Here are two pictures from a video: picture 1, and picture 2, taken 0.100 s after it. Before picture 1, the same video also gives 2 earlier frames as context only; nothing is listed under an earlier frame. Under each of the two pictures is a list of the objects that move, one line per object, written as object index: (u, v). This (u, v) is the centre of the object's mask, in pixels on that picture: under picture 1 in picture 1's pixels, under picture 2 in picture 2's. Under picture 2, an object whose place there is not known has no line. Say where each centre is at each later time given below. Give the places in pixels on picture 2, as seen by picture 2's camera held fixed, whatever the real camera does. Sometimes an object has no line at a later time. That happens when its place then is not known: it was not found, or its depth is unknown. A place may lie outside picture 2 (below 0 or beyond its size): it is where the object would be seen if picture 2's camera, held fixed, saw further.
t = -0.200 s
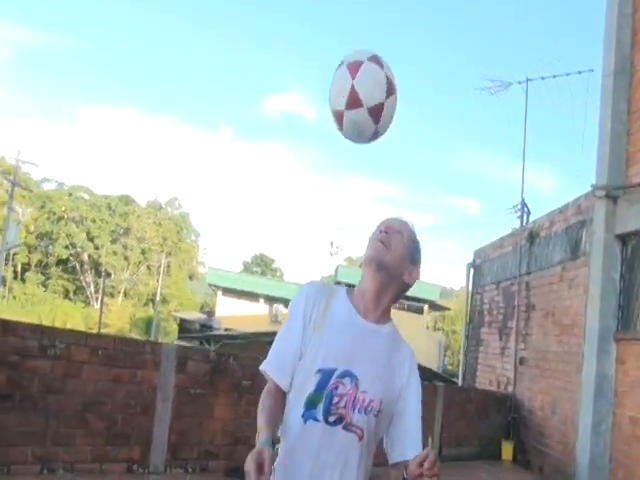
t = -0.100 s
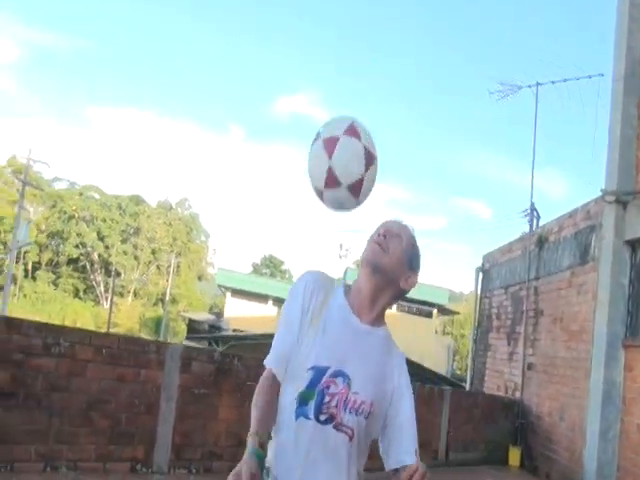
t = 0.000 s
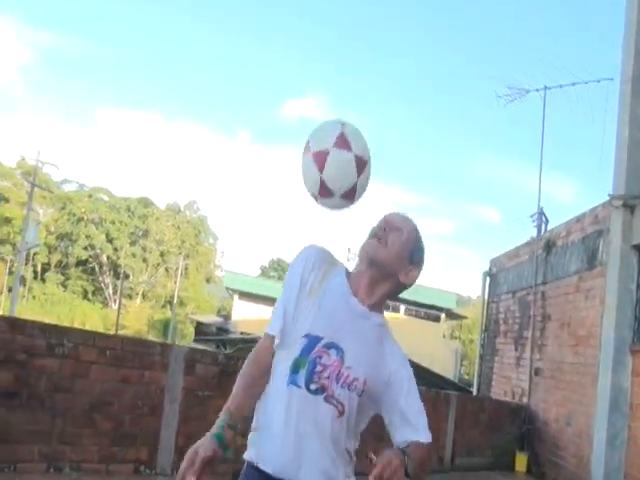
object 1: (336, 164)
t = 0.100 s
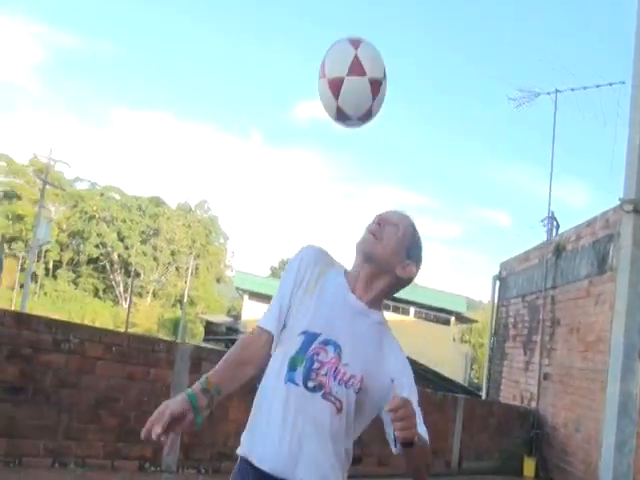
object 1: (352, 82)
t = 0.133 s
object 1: (354, 62)
